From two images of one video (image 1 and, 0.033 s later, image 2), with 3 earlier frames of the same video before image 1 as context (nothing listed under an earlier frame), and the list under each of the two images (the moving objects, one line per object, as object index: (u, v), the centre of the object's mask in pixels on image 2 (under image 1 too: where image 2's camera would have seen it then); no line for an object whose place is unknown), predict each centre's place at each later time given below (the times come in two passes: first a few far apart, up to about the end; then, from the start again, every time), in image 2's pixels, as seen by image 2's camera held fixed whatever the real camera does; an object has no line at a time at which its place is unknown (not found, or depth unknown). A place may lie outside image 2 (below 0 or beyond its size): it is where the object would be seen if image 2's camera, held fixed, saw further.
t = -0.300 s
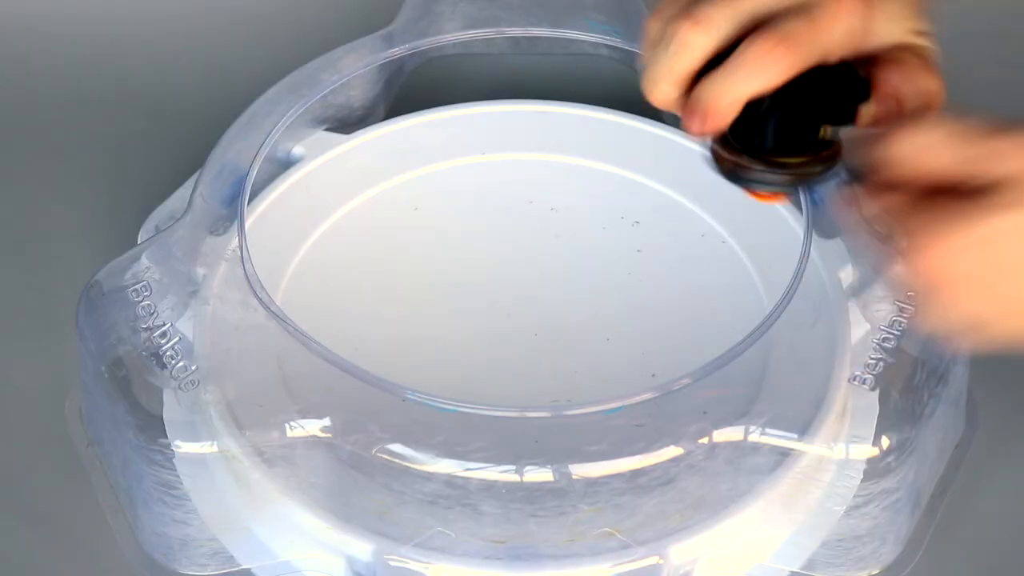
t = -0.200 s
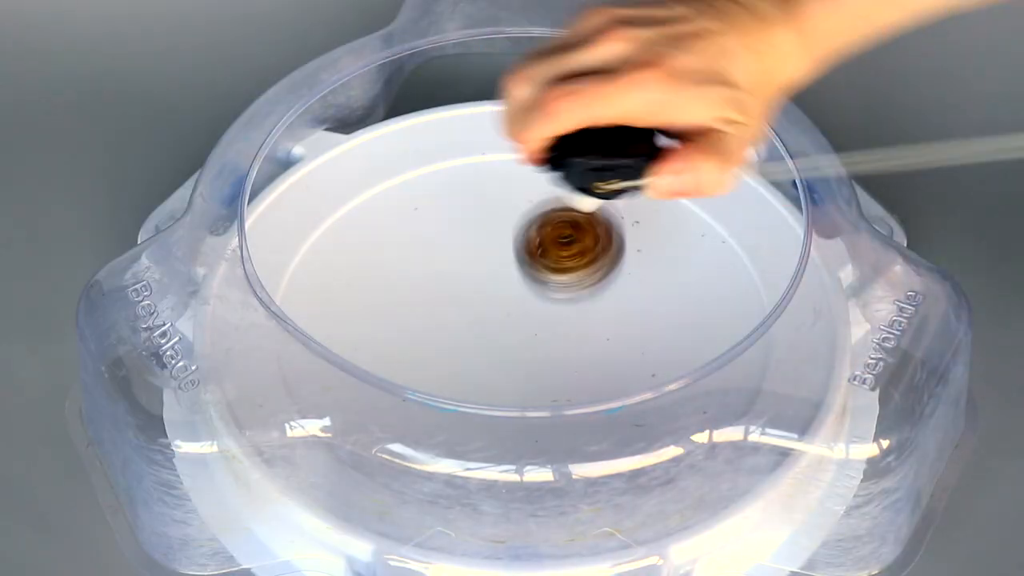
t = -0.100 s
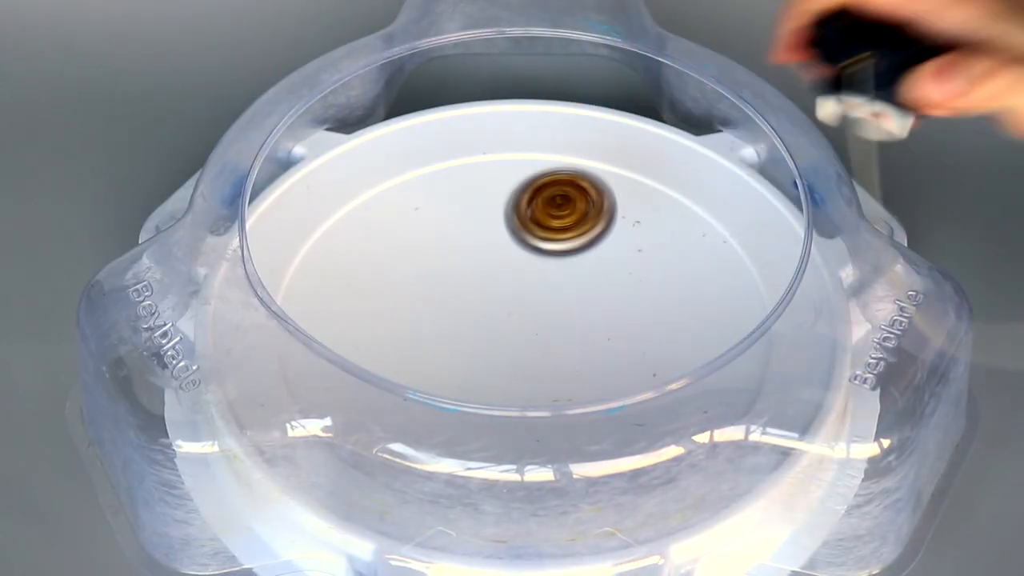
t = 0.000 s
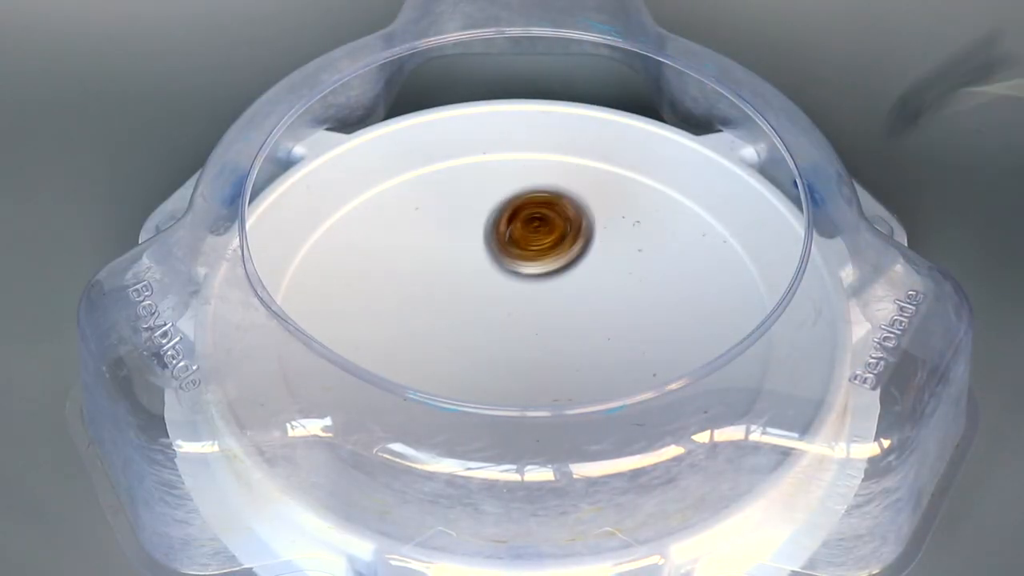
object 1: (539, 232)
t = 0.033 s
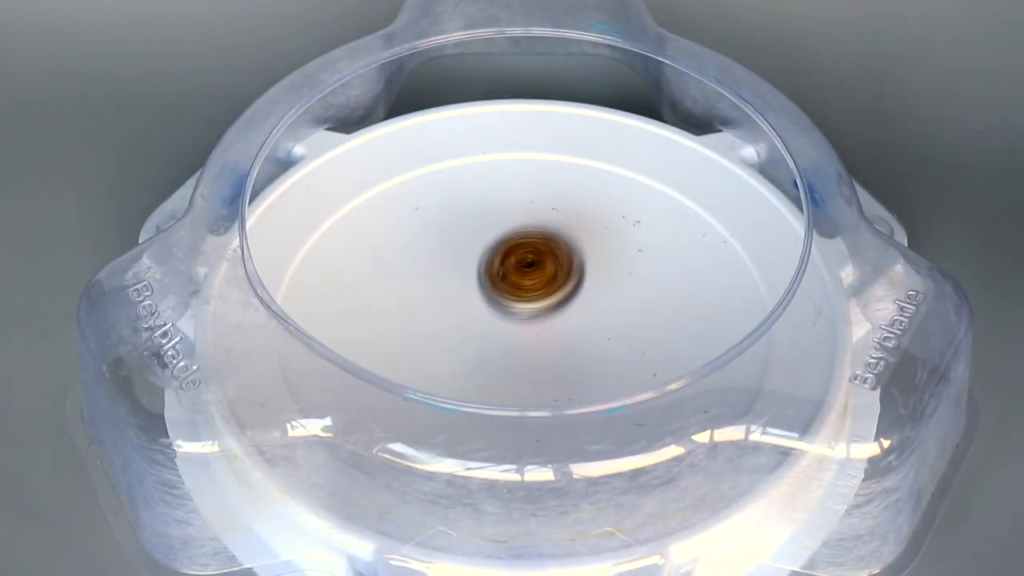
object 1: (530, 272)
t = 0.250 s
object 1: (482, 313)
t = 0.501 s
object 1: (516, 343)
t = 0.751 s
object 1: (580, 340)
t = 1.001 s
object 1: (611, 334)
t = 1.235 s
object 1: (580, 332)
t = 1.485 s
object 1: (539, 362)
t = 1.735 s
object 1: (565, 372)
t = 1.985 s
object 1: (549, 346)
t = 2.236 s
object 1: (479, 354)
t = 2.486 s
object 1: (499, 375)
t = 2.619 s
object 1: (522, 366)
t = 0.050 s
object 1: (527, 293)
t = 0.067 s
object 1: (522, 283)
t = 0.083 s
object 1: (518, 276)
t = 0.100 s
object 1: (513, 272)
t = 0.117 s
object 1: (509, 272)
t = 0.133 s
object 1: (504, 276)
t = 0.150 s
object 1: (499, 285)
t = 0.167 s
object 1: (494, 297)
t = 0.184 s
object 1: (490, 309)
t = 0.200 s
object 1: (488, 305)
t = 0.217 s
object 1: (486, 303)
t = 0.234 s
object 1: (484, 306)
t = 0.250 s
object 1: (482, 313)
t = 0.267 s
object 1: (481, 318)
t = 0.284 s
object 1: (481, 317)
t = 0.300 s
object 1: (481, 320)
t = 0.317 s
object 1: (481, 324)
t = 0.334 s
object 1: (482, 325)
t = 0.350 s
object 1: (484, 327)
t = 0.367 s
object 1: (485, 330)
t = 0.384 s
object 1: (488, 332)
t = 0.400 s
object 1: (491, 334)
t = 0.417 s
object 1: (494, 336)
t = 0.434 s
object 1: (498, 338)
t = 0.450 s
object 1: (502, 339)
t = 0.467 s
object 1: (506, 341)
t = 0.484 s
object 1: (511, 341)
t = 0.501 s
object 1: (516, 343)
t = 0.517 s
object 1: (520, 344)
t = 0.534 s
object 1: (525, 345)
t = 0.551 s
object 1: (530, 346)
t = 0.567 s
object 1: (535, 346)
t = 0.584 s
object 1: (540, 347)
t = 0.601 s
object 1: (545, 347)
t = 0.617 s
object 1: (550, 347)
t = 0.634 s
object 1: (555, 346)
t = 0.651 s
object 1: (560, 346)
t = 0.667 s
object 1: (564, 345)
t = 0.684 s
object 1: (567, 344)
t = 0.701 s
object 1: (571, 343)
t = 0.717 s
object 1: (574, 342)
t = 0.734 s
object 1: (577, 341)
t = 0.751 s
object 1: (580, 340)
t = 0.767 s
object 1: (583, 339)
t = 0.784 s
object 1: (585, 339)
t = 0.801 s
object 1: (588, 338)
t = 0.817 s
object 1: (591, 337)
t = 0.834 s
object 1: (593, 337)
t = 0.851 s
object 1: (596, 337)
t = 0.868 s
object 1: (598, 336)
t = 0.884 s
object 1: (601, 336)
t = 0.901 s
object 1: (603, 336)
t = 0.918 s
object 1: (605, 336)
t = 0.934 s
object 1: (607, 335)
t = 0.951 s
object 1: (608, 335)
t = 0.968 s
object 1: (610, 335)
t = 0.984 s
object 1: (611, 334)
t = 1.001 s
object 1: (611, 334)
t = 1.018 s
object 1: (611, 333)
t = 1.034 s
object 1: (611, 333)
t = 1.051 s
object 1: (610, 332)
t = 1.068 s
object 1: (609, 331)
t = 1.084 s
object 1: (608, 331)
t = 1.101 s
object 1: (606, 330)
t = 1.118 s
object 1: (604, 330)
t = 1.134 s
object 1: (601, 330)
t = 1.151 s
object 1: (598, 329)
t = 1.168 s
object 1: (595, 330)
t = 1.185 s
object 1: (591, 330)
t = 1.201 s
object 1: (588, 330)
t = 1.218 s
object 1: (584, 331)
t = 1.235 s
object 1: (580, 332)
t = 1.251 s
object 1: (577, 334)
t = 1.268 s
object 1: (572, 335)
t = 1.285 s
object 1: (568, 336)
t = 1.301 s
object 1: (564, 338)
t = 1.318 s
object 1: (560, 340)
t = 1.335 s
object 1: (557, 342)
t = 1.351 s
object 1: (553, 344)
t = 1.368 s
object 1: (550, 346)
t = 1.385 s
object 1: (548, 348)
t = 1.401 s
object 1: (545, 350)
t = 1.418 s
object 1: (544, 353)
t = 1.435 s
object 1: (542, 355)
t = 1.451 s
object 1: (541, 357)
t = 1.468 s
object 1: (540, 360)
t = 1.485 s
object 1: (539, 362)
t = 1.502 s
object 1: (539, 364)
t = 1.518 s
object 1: (539, 366)
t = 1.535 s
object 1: (540, 367)
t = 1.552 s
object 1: (541, 369)
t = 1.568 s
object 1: (542, 370)
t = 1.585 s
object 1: (544, 371)
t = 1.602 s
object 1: (546, 372)
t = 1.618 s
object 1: (547, 373)
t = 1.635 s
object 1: (550, 374)
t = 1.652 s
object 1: (552, 374)
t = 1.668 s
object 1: (555, 374)
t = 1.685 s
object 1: (557, 374)
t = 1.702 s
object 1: (560, 373)
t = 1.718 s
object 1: (563, 373)
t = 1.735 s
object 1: (565, 372)
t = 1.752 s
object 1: (568, 372)
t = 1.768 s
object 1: (570, 371)
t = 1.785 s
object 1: (572, 369)
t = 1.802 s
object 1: (574, 368)
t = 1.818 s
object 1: (574, 366)
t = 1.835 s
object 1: (575, 364)
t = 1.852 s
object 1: (575, 362)
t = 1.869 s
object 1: (574, 359)
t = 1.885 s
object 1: (572, 357)
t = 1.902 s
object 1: (570, 355)
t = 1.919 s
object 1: (566, 353)
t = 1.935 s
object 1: (563, 351)
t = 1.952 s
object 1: (559, 349)
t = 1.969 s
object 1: (554, 347)
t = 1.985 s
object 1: (549, 346)
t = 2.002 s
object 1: (544, 345)
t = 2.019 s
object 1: (538, 344)
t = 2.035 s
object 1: (533, 344)
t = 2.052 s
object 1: (527, 343)
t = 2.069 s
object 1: (522, 343)
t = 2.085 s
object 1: (516, 343)
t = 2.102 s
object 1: (511, 343)
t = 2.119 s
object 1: (506, 344)
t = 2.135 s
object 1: (501, 344)
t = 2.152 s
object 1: (497, 345)
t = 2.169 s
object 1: (493, 347)
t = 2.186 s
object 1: (489, 348)
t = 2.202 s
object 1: (485, 350)
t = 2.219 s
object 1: (482, 352)
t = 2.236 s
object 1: (479, 354)
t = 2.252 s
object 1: (477, 357)
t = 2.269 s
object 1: (475, 358)
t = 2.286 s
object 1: (474, 361)
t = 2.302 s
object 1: (473, 363)
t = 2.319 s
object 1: (474, 365)
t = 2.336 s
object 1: (474, 366)
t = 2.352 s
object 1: (476, 368)
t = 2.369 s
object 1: (477, 369)
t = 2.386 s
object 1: (479, 371)
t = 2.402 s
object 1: (482, 372)
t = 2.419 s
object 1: (485, 373)
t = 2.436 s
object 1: (488, 374)
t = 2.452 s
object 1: (492, 374)
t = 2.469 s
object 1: (496, 375)
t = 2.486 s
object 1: (499, 375)
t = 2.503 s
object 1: (503, 375)
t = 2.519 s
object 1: (507, 375)
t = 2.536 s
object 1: (510, 374)
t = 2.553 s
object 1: (513, 373)
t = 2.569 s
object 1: (516, 372)
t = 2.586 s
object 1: (518, 370)
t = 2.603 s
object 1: (520, 368)
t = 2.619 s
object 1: (522, 366)
